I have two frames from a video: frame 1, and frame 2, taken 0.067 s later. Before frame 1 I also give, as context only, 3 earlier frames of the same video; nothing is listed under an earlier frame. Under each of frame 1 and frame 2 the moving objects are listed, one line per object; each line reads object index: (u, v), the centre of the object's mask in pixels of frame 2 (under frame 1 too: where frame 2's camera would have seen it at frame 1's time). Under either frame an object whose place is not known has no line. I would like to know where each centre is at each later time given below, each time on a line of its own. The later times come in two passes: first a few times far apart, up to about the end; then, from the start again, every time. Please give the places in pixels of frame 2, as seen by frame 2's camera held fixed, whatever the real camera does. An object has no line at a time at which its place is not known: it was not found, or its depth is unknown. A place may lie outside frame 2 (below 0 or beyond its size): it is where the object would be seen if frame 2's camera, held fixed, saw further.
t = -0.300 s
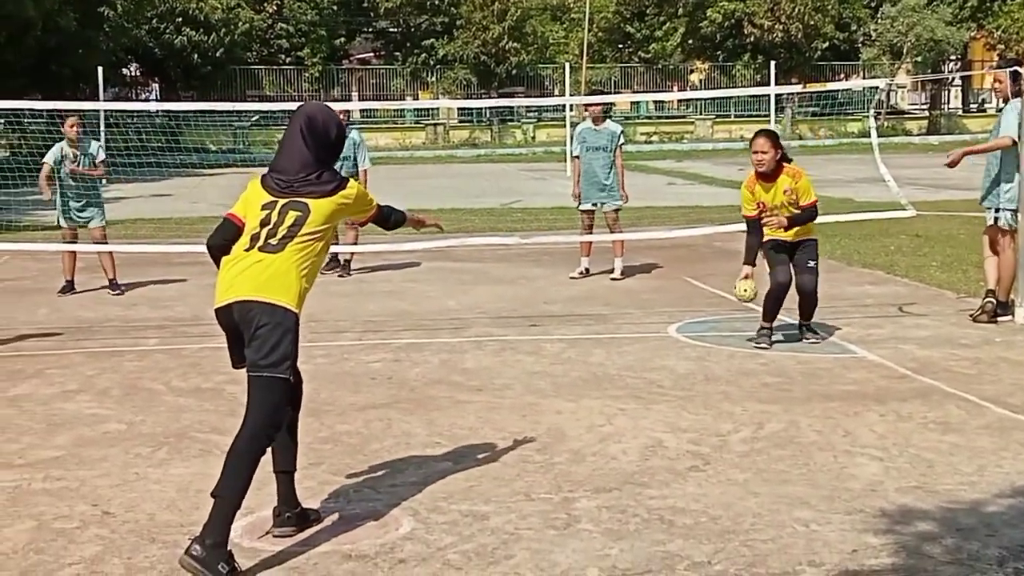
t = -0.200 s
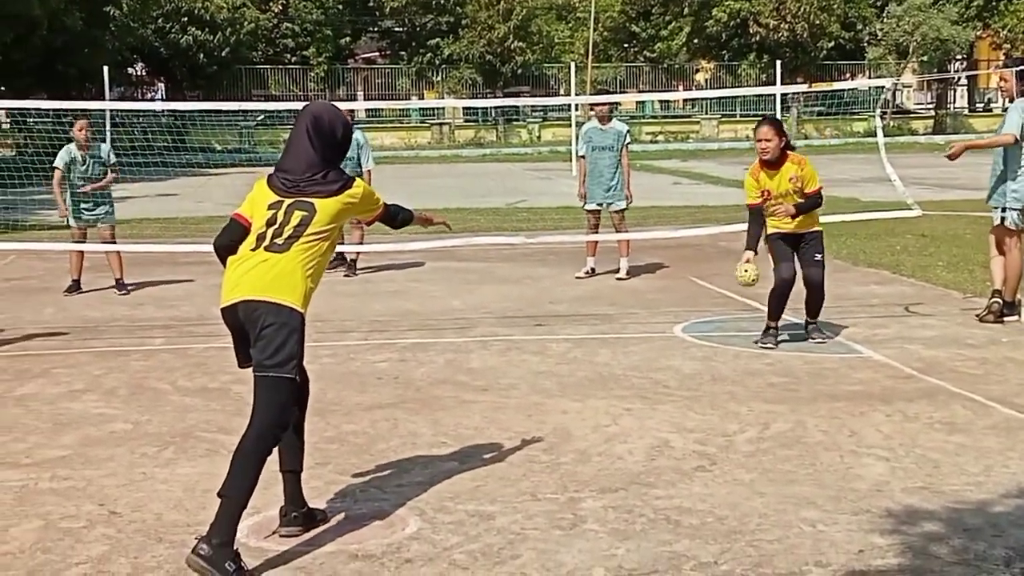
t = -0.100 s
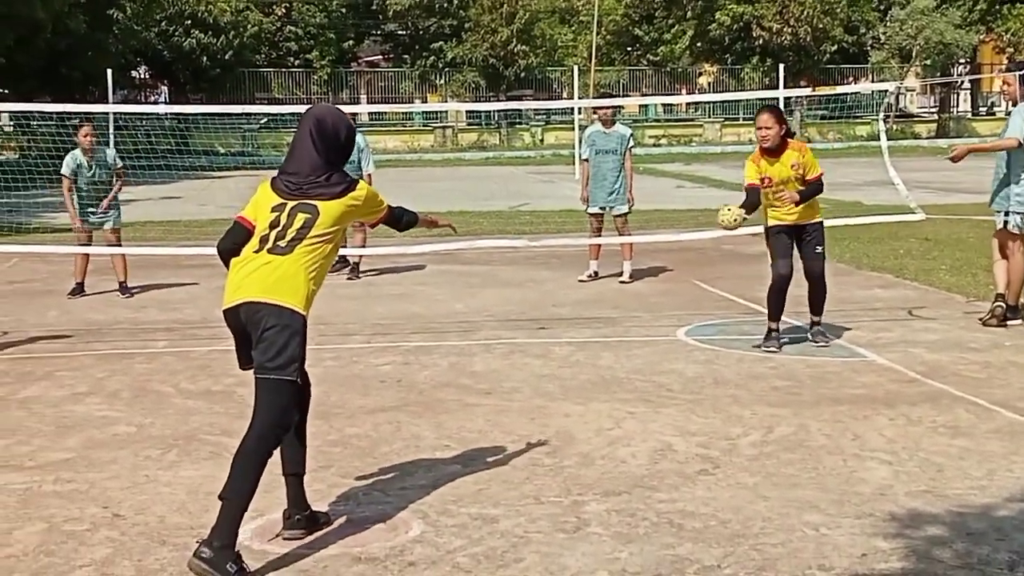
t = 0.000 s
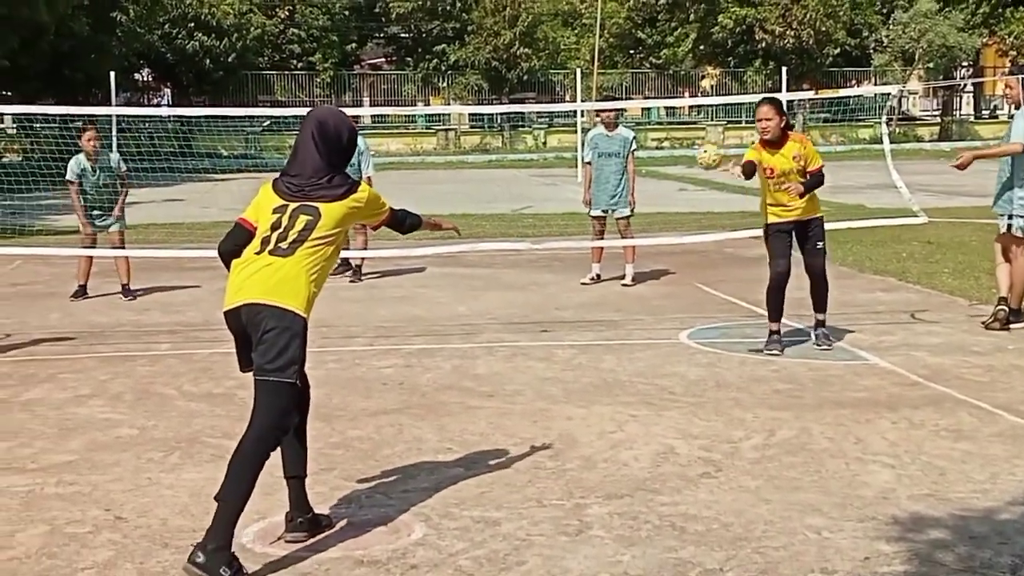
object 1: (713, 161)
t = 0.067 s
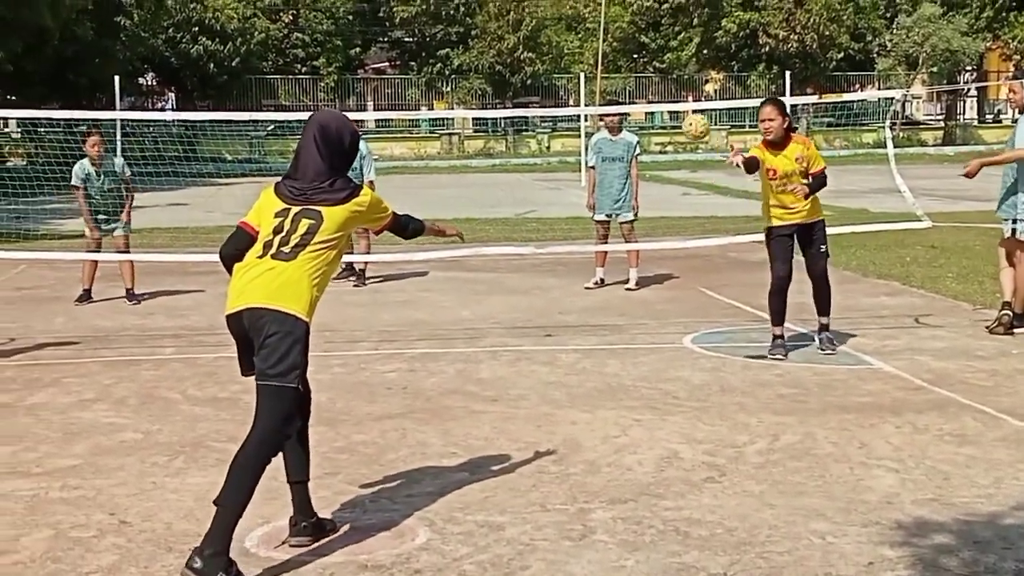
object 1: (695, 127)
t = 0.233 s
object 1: (650, 74)
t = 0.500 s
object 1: (568, 119)
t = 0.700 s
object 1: (500, 287)
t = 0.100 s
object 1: (687, 113)
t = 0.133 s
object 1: (678, 100)
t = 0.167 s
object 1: (669, 88)
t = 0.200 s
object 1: (660, 80)
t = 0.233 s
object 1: (650, 74)
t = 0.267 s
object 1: (641, 71)
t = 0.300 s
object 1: (631, 70)
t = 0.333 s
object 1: (621, 71)
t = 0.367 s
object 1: (610, 75)
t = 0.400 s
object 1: (601, 82)
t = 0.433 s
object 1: (589, 92)
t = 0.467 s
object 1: (579, 103)
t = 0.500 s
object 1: (568, 119)
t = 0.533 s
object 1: (557, 139)
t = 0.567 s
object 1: (546, 163)
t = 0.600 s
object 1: (535, 189)
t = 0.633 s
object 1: (523, 217)
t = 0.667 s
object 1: (512, 250)
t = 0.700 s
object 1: (500, 287)
